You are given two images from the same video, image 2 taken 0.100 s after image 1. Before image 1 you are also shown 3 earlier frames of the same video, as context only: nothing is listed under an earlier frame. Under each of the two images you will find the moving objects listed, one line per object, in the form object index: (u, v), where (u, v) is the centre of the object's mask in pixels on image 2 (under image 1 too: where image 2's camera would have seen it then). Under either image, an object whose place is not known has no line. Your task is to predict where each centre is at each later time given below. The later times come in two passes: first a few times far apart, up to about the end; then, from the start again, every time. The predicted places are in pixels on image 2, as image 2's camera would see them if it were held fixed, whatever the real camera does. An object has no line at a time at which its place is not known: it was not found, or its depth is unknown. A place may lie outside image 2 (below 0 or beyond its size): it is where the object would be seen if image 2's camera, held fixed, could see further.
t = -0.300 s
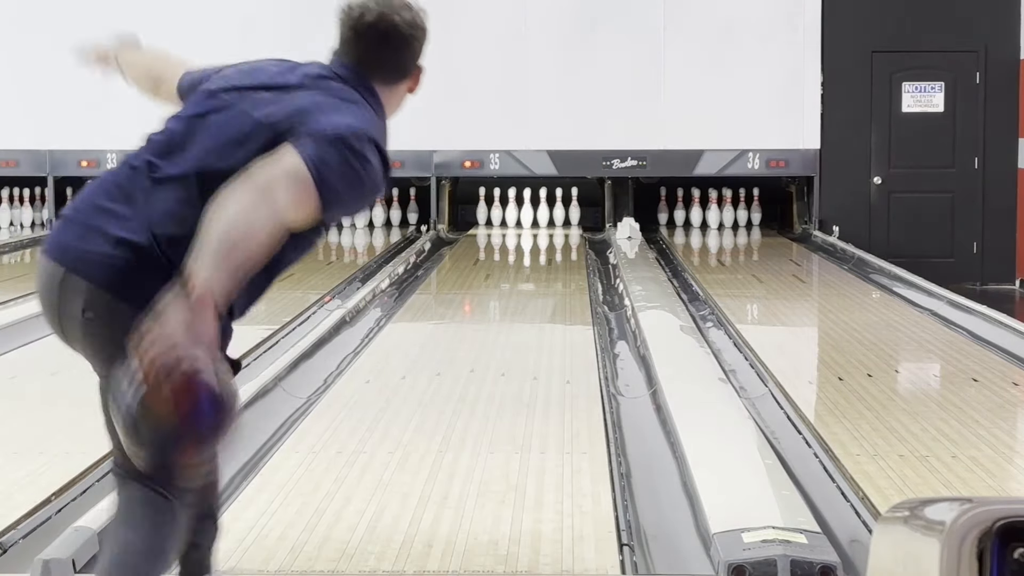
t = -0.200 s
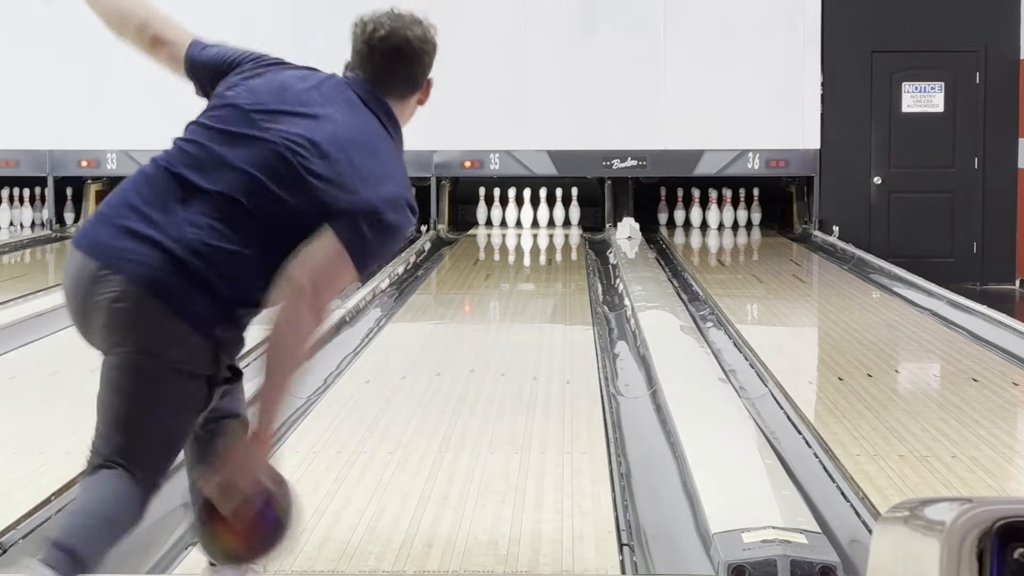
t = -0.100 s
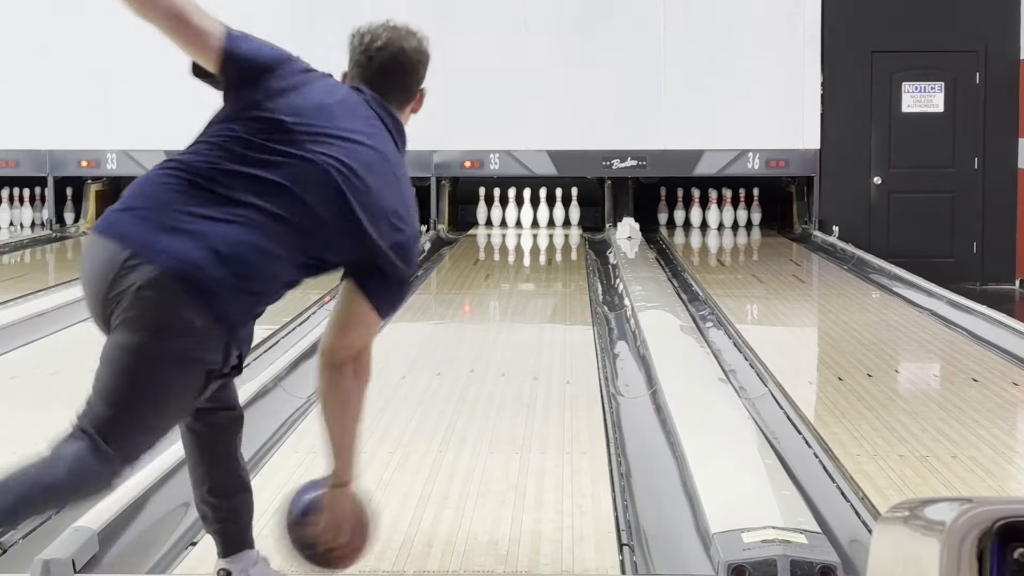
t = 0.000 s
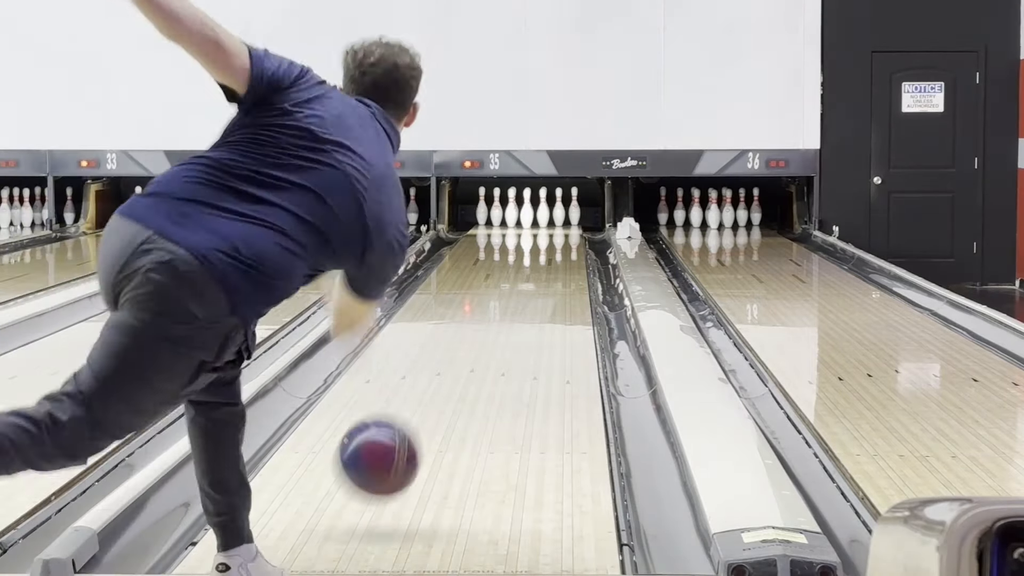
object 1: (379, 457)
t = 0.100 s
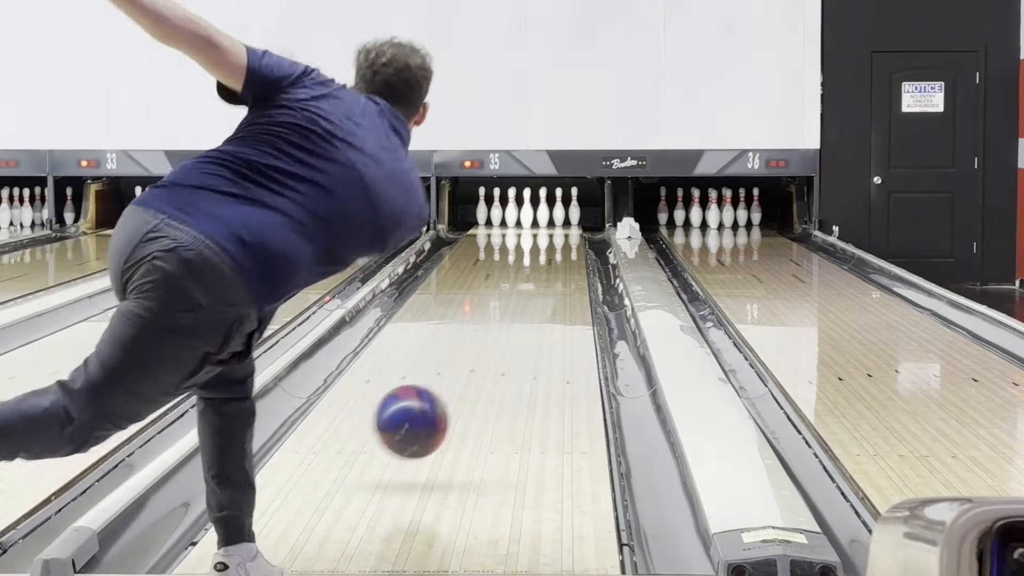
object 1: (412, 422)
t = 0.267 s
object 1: (452, 398)
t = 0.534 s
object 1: (495, 346)
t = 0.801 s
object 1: (523, 309)
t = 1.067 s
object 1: (540, 282)
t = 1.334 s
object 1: (552, 262)
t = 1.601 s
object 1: (558, 247)
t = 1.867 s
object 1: (557, 235)
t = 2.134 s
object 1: (548, 225)
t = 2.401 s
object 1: (533, 218)
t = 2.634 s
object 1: (532, 215)
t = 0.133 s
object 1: (421, 418)
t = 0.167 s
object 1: (429, 419)
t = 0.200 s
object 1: (437, 420)
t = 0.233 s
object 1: (445, 407)
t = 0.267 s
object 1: (452, 398)
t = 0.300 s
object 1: (459, 393)
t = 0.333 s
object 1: (465, 385)
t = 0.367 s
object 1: (471, 378)
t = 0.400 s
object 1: (476, 371)
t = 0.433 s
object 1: (481, 364)
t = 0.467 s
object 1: (486, 358)
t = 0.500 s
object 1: (491, 352)
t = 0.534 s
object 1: (495, 346)
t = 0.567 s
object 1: (499, 341)
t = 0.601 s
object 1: (503, 336)
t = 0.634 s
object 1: (507, 331)
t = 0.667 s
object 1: (510, 326)
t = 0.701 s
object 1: (513, 322)
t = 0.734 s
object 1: (516, 317)
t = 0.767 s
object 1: (520, 313)
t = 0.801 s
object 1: (523, 309)
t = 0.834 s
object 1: (525, 306)
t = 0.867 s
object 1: (528, 302)
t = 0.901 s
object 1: (530, 298)
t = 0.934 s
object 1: (532, 295)
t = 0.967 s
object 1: (535, 292)
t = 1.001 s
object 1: (537, 289)
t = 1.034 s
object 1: (538, 285)
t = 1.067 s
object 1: (540, 282)
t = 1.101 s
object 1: (542, 280)
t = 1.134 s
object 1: (544, 277)
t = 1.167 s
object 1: (545, 274)
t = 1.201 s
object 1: (547, 271)
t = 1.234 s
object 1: (548, 269)
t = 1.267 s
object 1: (550, 266)
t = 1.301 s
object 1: (551, 264)
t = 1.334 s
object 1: (552, 262)
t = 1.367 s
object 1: (553, 260)
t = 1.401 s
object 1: (554, 258)
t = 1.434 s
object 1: (555, 256)
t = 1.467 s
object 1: (555, 254)
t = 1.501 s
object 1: (556, 252)
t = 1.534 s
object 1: (557, 250)
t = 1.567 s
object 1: (558, 248)
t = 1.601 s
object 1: (558, 247)
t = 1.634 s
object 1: (558, 245)
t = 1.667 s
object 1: (558, 244)
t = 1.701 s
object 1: (559, 242)
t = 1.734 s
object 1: (559, 240)
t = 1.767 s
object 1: (558, 239)
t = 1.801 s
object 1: (558, 237)
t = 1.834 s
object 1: (557, 236)
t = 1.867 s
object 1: (557, 235)
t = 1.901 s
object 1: (556, 233)
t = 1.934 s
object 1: (556, 232)
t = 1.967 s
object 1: (555, 231)
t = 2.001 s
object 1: (553, 230)
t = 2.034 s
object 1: (552, 228)
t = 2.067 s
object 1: (551, 227)
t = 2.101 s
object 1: (549, 226)
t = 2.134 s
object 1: (548, 225)
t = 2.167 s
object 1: (546, 224)
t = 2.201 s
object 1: (545, 224)
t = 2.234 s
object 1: (543, 222)
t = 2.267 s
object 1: (541, 221)
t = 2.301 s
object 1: (539, 220)
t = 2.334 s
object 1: (537, 220)
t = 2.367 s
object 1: (535, 219)
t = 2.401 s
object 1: (533, 218)
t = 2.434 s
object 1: (533, 218)
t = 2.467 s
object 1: (534, 217)
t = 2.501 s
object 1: (533, 217)
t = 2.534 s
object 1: (533, 216)
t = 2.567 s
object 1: (533, 216)
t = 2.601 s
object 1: (532, 215)
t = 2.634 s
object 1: (532, 215)
